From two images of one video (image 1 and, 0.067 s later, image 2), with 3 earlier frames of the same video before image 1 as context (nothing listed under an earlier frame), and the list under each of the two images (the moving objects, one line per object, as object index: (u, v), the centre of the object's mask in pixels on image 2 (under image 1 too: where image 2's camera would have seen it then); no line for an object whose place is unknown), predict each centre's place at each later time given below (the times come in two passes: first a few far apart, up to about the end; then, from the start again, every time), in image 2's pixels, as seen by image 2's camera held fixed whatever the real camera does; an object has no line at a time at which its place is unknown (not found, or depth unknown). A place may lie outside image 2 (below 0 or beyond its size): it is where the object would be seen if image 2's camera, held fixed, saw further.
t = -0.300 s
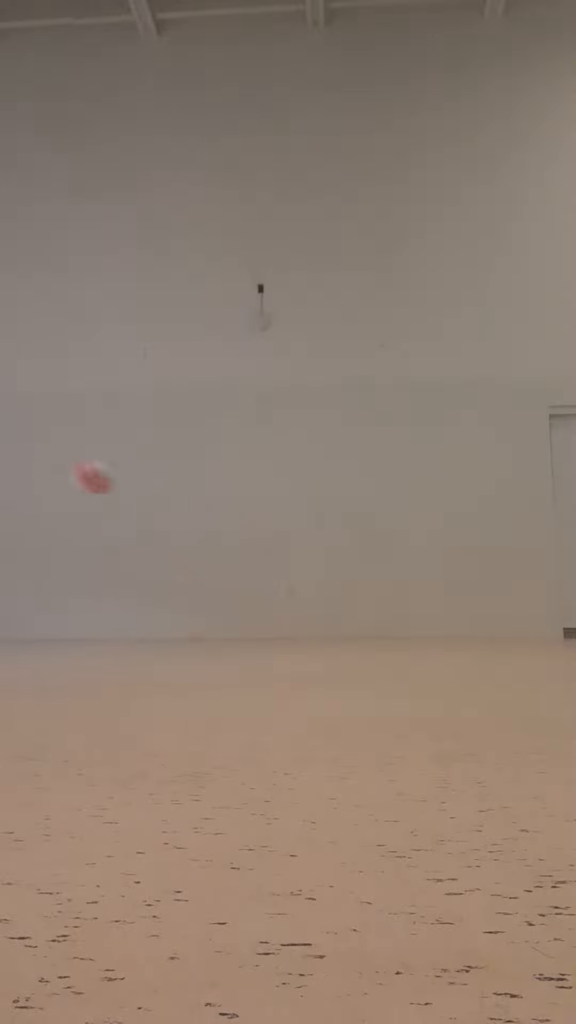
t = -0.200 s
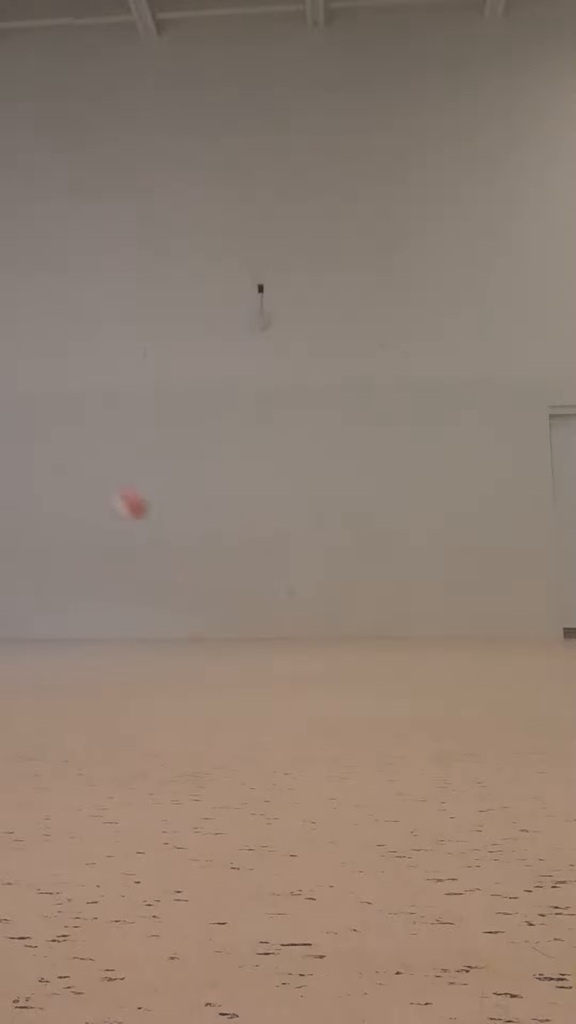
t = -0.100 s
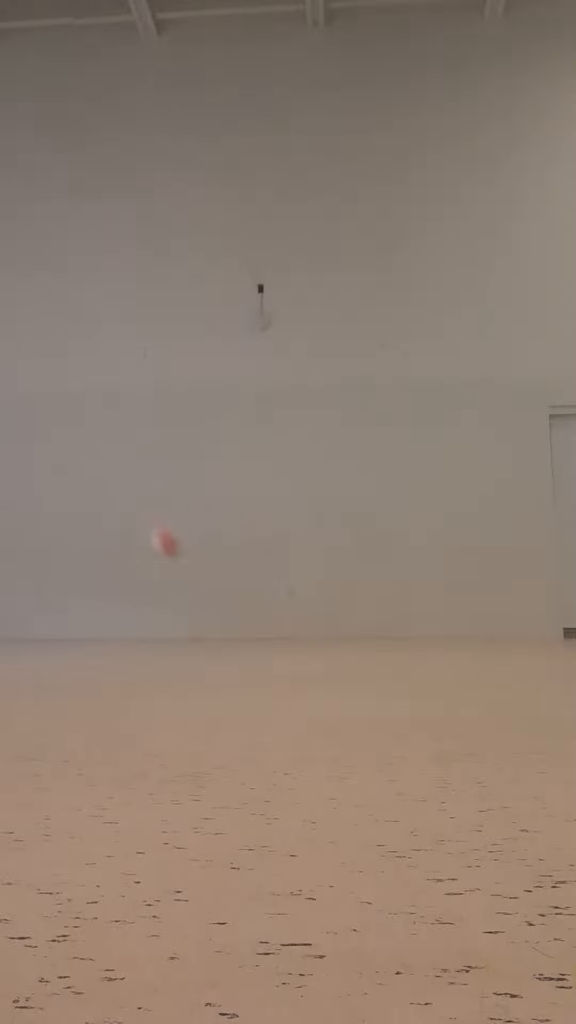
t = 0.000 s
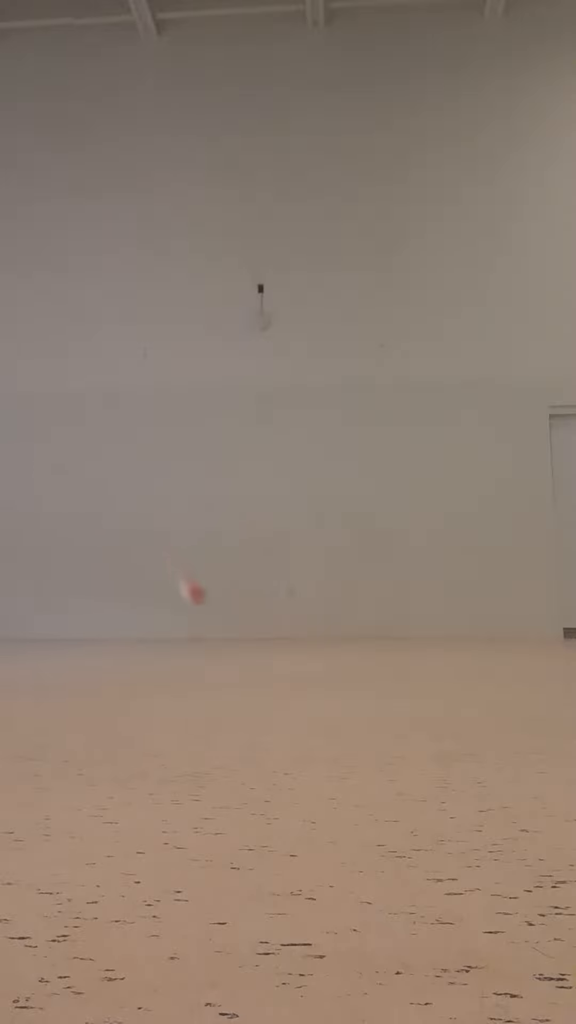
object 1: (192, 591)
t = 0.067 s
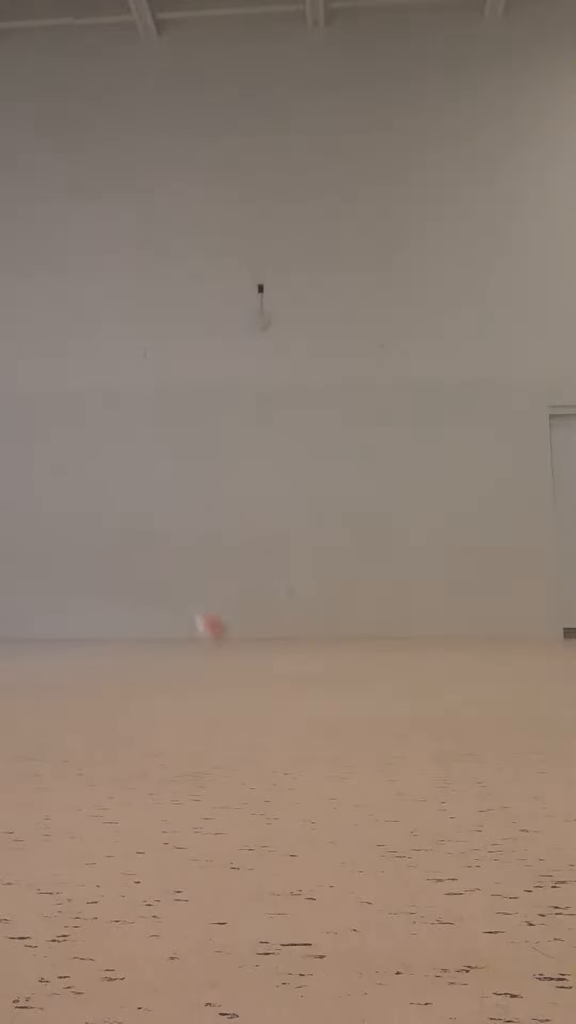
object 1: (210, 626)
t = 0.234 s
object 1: (221, 584)
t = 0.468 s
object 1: (230, 570)
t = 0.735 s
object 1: (237, 628)
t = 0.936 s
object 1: (243, 594)
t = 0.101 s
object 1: (216, 627)
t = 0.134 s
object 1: (217, 612)
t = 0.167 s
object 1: (219, 601)
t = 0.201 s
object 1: (220, 592)
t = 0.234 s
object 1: (221, 584)
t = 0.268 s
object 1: (223, 579)
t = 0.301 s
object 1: (224, 575)
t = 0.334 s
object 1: (226, 570)
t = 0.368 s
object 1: (226, 568)
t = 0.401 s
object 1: (228, 567)
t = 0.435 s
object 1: (228, 568)
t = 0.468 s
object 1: (230, 570)
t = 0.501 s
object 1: (231, 573)
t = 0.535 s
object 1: (231, 579)
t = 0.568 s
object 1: (233, 585)
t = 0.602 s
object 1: (235, 592)
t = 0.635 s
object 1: (234, 602)
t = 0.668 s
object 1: (236, 612)
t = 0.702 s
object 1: (237, 626)
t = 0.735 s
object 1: (237, 628)
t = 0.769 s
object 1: (239, 618)
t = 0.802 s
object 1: (240, 610)
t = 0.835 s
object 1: (241, 604)
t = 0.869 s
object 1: (242, 599)
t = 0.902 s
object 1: (242, 597)
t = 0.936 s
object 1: (243, 594)
